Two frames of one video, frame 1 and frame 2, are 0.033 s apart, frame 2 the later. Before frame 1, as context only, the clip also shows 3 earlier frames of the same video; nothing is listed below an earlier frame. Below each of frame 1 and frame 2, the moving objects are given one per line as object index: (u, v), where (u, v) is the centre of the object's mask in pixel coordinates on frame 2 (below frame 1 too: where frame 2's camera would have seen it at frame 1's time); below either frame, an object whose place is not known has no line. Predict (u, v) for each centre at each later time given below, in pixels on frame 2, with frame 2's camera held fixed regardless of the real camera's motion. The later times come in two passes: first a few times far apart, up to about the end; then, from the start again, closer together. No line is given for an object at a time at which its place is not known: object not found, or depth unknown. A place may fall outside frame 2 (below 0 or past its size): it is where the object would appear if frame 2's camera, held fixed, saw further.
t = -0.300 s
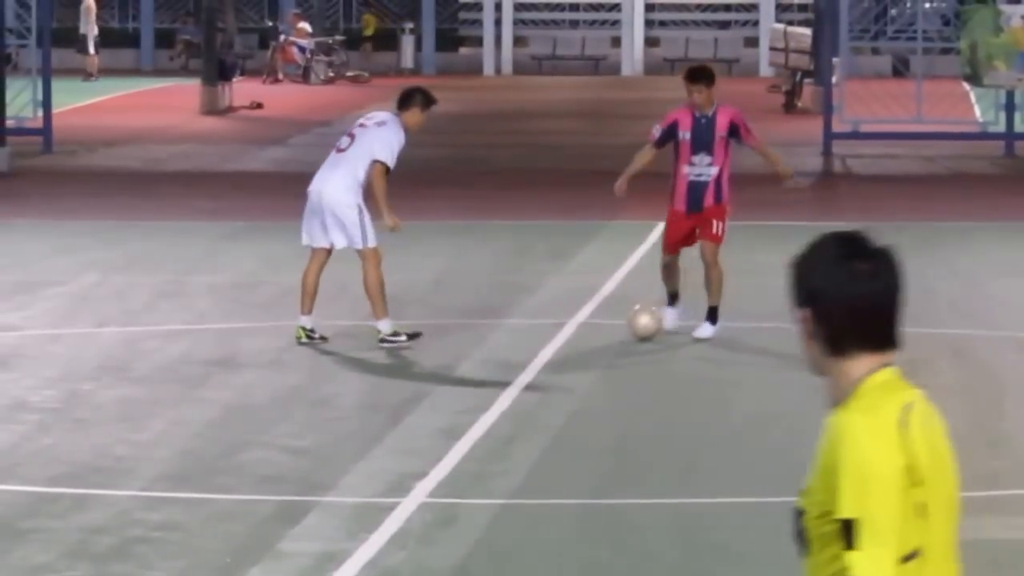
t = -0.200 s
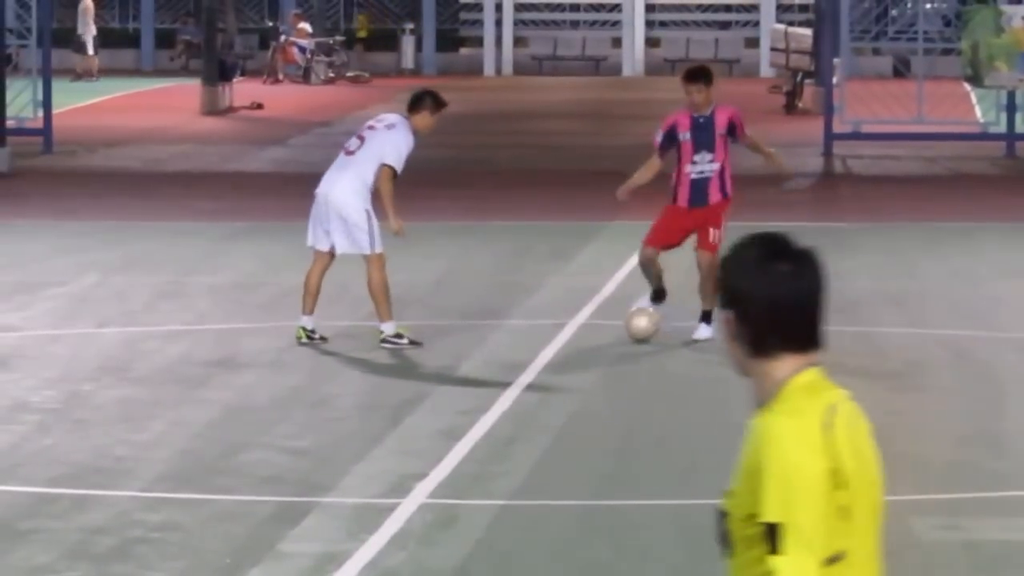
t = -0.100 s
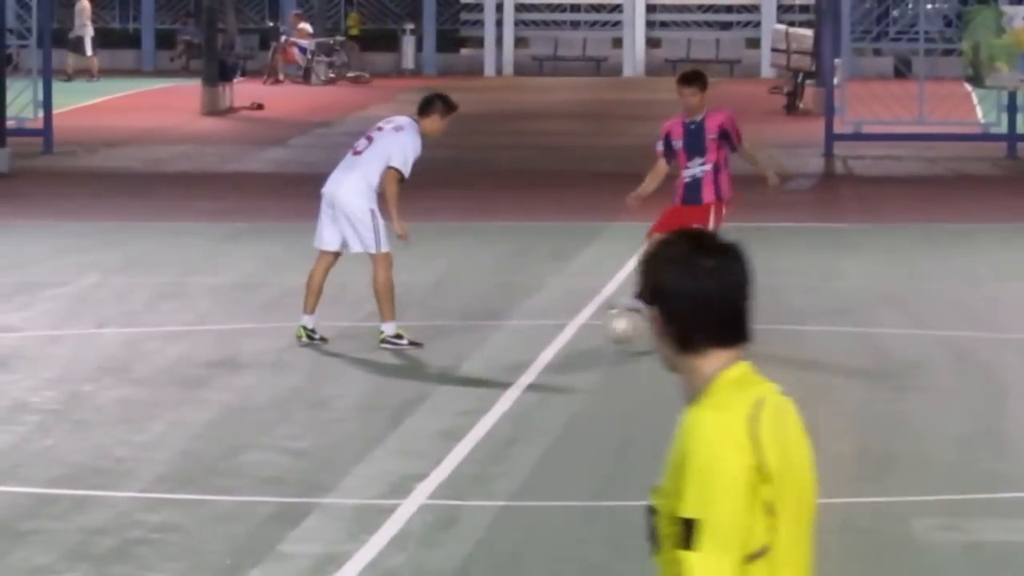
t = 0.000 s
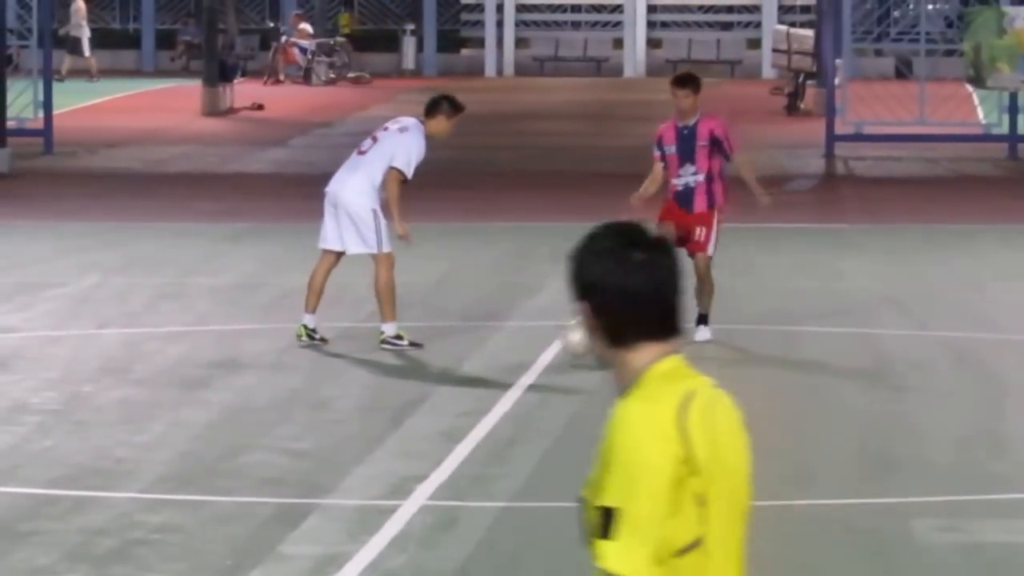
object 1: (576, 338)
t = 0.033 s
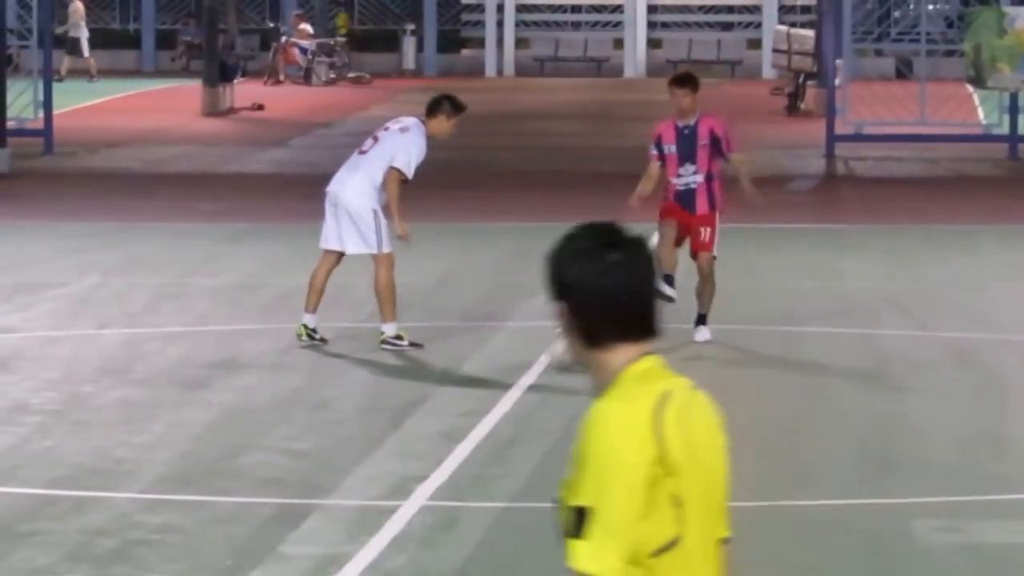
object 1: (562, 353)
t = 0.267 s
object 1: (485, 367)
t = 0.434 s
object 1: (422, 392)
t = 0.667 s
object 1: (333, 420)
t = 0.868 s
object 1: (248, 443)
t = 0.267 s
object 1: (485, 367)
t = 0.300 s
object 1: (471, 368)
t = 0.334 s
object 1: (457, 372)
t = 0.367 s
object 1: (444, 376)
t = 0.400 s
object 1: (434, 383)
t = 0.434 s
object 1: (422, 392)
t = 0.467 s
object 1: (407, 394)
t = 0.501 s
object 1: (397, 395)
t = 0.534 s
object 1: (383, 396)
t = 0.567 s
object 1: (372, 402)
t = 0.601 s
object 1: (361, 412)
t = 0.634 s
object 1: (346, 420)
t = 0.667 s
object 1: (333, 420)
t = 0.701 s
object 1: (319, 421)
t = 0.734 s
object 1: (305, 424)
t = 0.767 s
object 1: (292, 430)
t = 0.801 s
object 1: (278, 440)
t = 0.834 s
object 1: (262, 443)
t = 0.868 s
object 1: (248, 443)
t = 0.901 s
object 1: (235, 446)
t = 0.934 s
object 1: (220, 452)
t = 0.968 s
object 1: (205, 463)
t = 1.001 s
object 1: (190, 465)
